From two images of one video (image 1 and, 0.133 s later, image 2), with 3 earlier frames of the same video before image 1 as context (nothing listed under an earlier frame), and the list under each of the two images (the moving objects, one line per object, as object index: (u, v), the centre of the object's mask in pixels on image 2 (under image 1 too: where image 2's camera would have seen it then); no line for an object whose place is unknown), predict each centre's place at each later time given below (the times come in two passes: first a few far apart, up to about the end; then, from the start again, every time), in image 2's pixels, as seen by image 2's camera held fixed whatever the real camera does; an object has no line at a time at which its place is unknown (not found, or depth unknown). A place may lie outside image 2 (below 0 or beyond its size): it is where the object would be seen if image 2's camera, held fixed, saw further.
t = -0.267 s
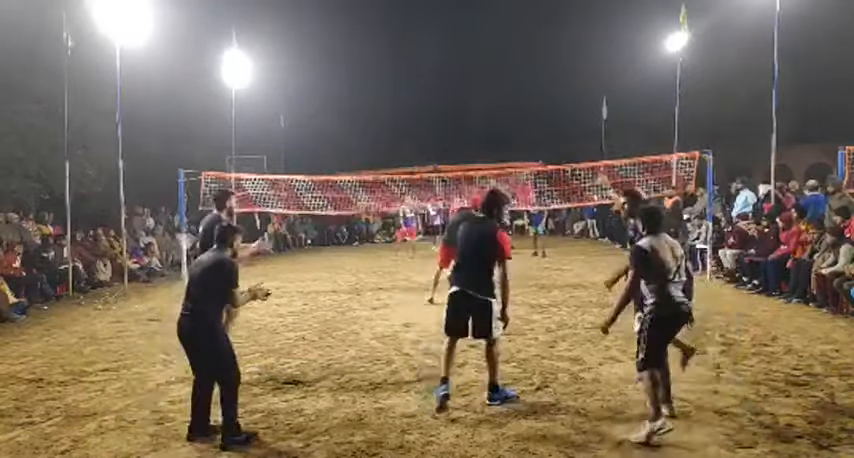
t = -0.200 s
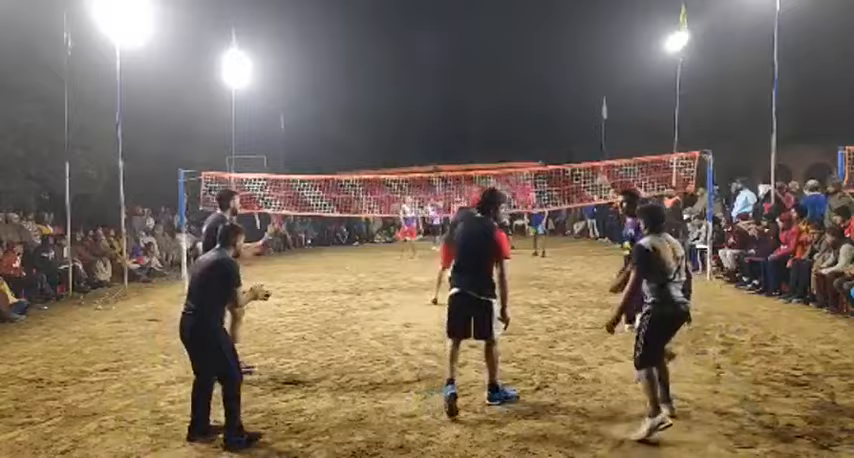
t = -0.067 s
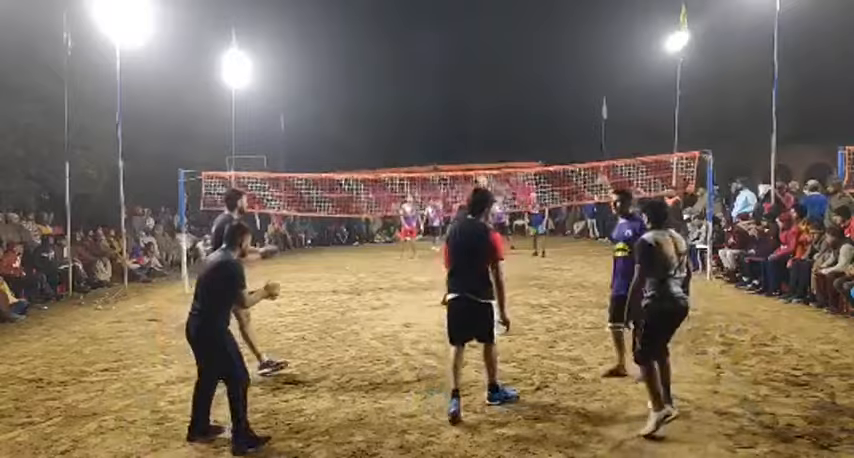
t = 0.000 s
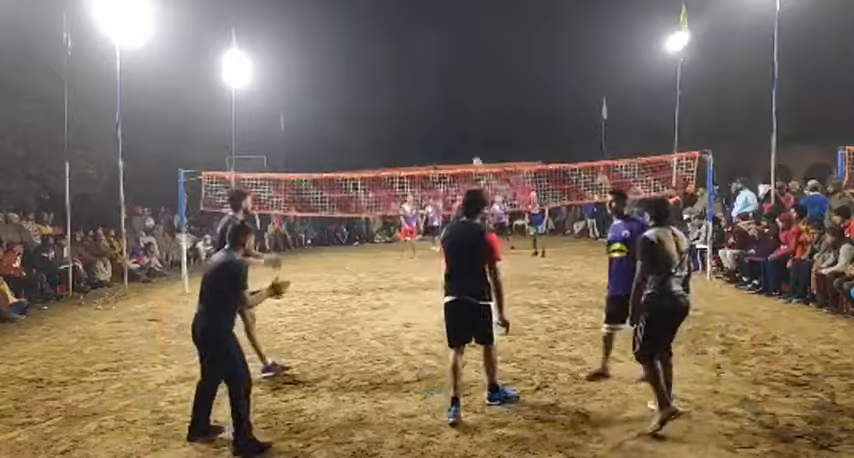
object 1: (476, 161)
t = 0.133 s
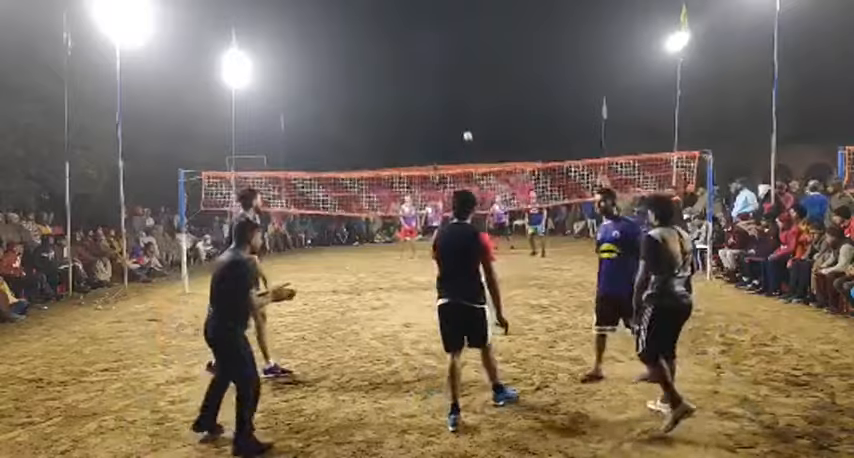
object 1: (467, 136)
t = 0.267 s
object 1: (459, 119)
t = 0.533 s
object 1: (444, 112)
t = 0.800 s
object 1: (432, 134)
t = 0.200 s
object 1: (463, 127)
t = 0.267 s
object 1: (459, 119)
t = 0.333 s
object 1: (454, 115)
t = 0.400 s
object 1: (451, 112)
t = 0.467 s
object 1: (447, 111)
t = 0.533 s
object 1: (444, 112)
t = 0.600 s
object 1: (441, 115)
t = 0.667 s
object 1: (438, 120)
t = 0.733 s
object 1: (435, 126)
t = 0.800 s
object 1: (432, 134)
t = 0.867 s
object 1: (429, 144)
